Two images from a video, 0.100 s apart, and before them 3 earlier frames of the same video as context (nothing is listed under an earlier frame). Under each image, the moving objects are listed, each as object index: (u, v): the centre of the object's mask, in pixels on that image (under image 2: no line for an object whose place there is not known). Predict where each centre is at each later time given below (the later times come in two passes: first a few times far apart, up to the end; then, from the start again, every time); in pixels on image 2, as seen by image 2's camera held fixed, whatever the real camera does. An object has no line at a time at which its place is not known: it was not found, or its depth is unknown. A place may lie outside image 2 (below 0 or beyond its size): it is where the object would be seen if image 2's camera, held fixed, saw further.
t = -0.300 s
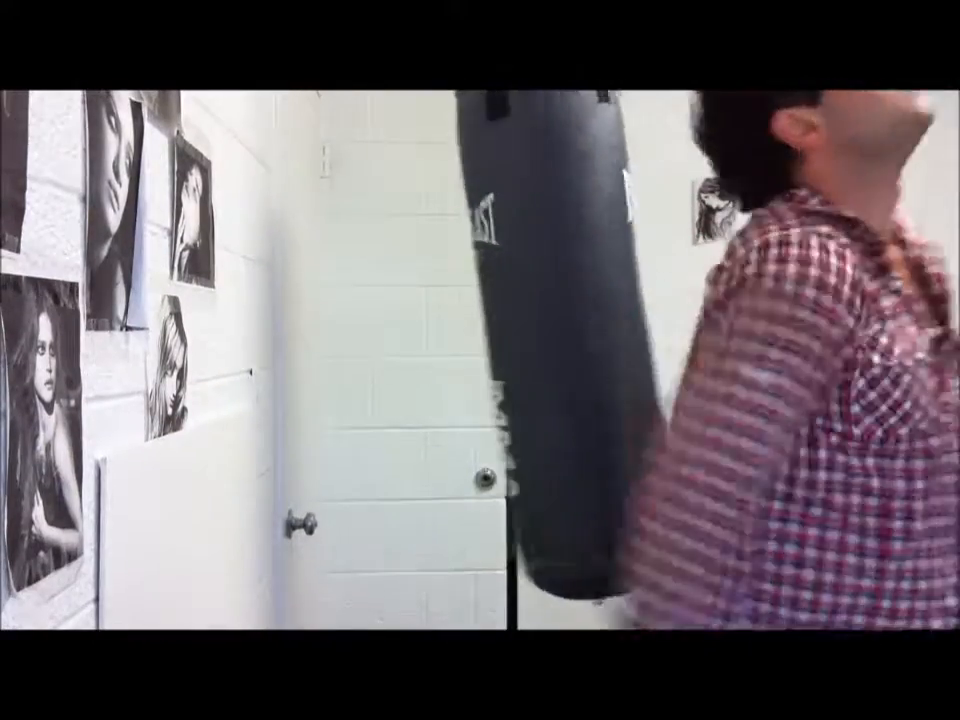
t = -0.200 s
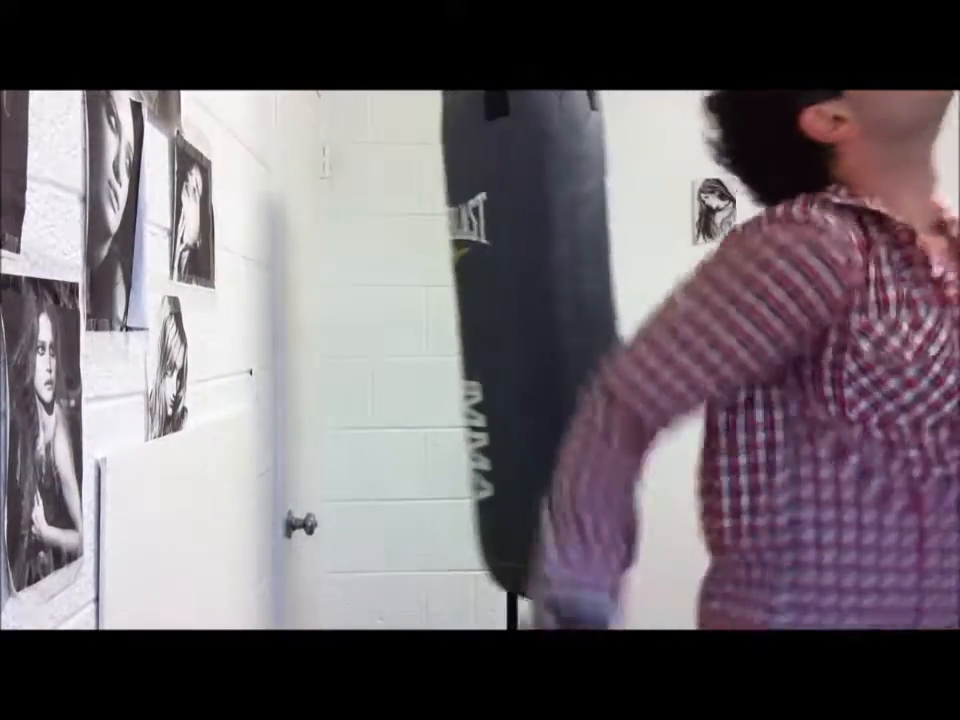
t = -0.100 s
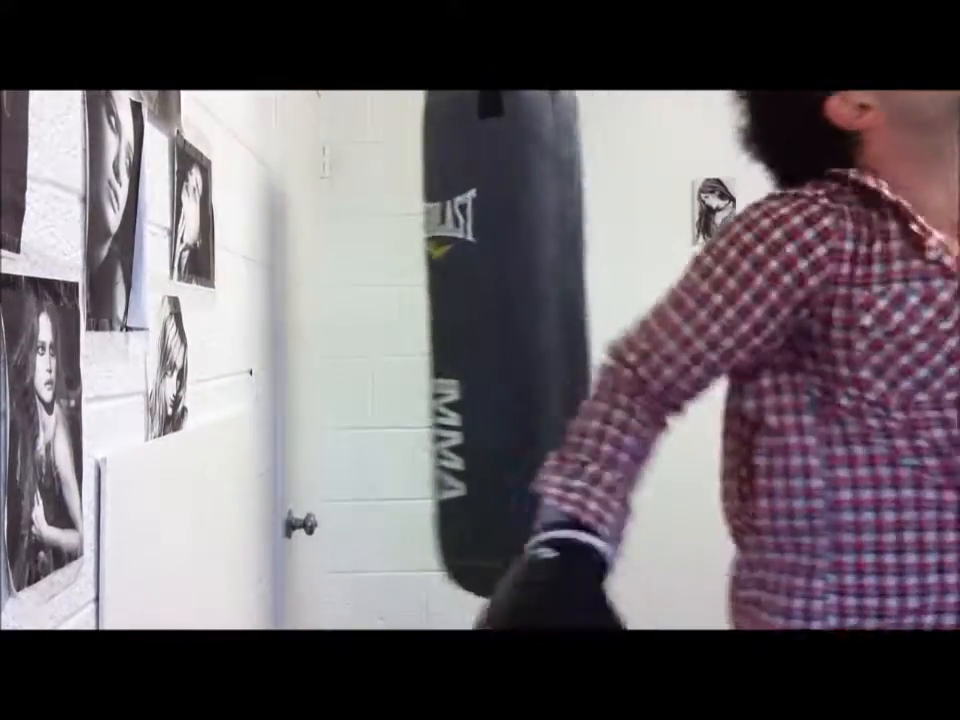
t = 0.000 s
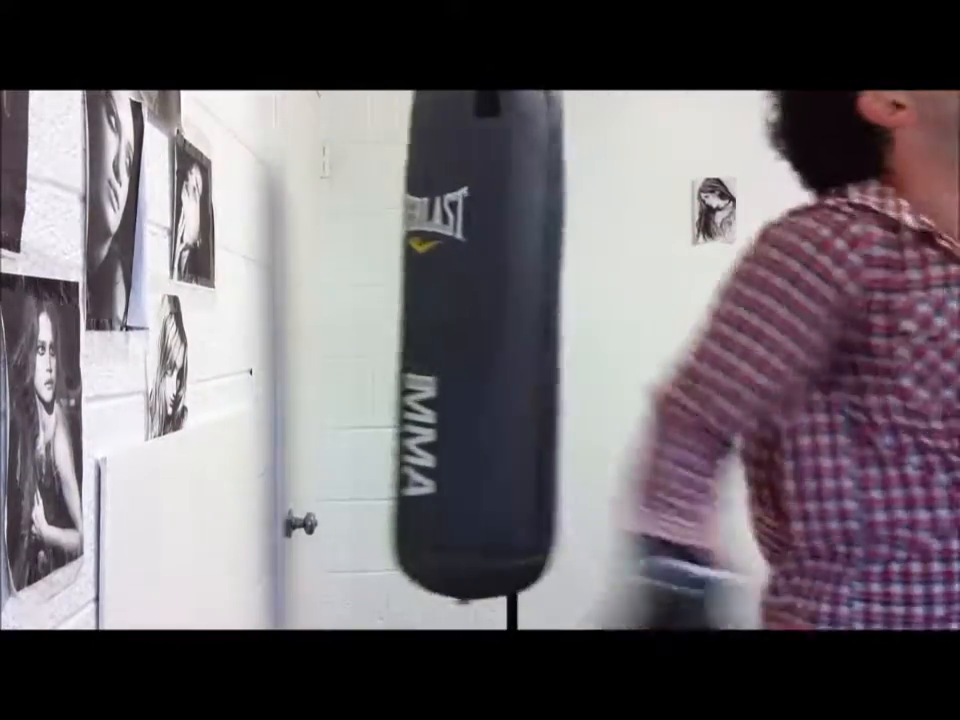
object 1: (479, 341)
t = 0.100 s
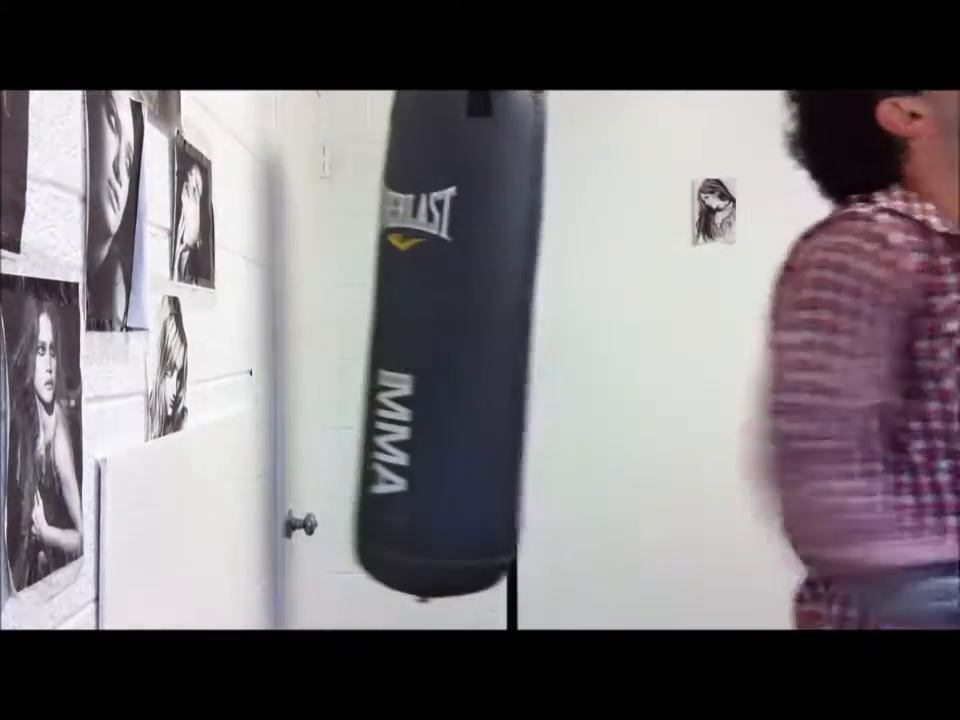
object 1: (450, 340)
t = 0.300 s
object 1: (405, 337)
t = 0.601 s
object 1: (389, 339)
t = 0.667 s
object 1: (396, 340)
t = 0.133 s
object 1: (442, 340)
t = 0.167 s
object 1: (433, 339)
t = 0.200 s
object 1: (424, 339)
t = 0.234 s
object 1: (417, 338)
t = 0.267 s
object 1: (411, 337)
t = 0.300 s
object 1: (405, 337)
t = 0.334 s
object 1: (401, 336)
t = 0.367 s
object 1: (396, 336)
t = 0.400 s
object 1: (392, 337)
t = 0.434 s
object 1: (389, 337)
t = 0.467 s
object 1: (387, 337)
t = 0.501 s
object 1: (386, 337)
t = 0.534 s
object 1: (386, 337)
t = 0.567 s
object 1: (387, 338)
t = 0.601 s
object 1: (389, 339)
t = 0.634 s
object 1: (392, 339)
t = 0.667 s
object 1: (396, 340)
